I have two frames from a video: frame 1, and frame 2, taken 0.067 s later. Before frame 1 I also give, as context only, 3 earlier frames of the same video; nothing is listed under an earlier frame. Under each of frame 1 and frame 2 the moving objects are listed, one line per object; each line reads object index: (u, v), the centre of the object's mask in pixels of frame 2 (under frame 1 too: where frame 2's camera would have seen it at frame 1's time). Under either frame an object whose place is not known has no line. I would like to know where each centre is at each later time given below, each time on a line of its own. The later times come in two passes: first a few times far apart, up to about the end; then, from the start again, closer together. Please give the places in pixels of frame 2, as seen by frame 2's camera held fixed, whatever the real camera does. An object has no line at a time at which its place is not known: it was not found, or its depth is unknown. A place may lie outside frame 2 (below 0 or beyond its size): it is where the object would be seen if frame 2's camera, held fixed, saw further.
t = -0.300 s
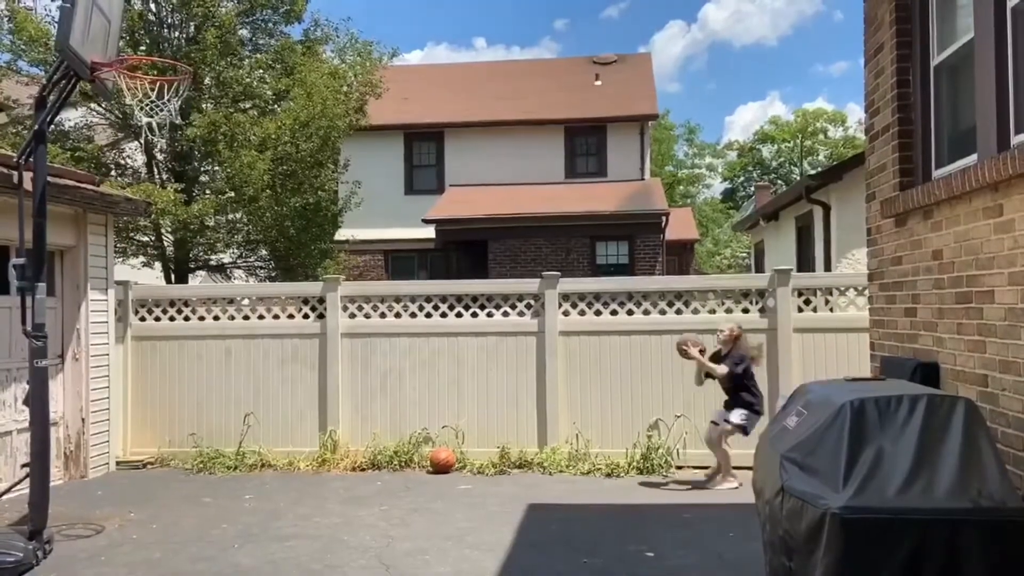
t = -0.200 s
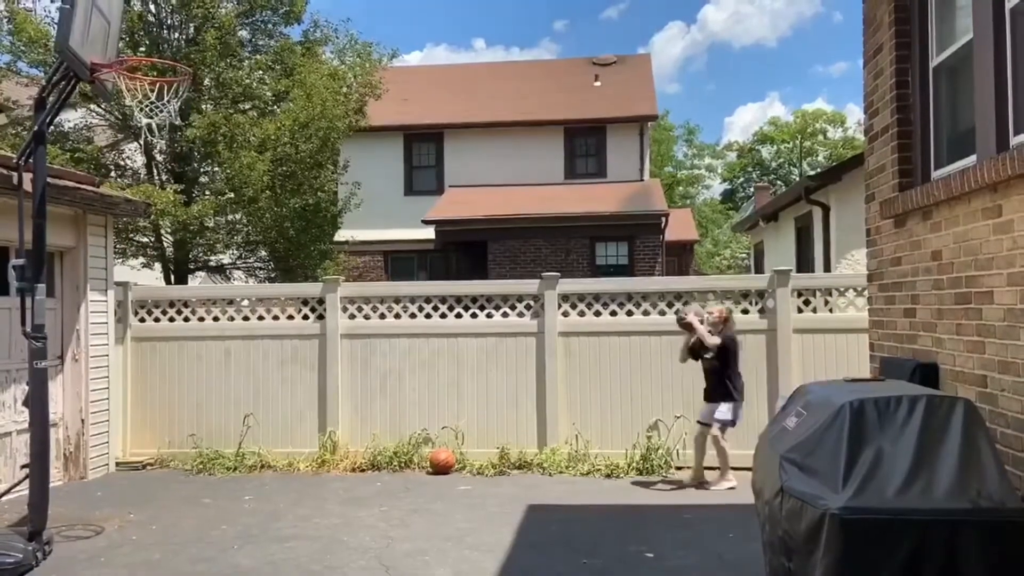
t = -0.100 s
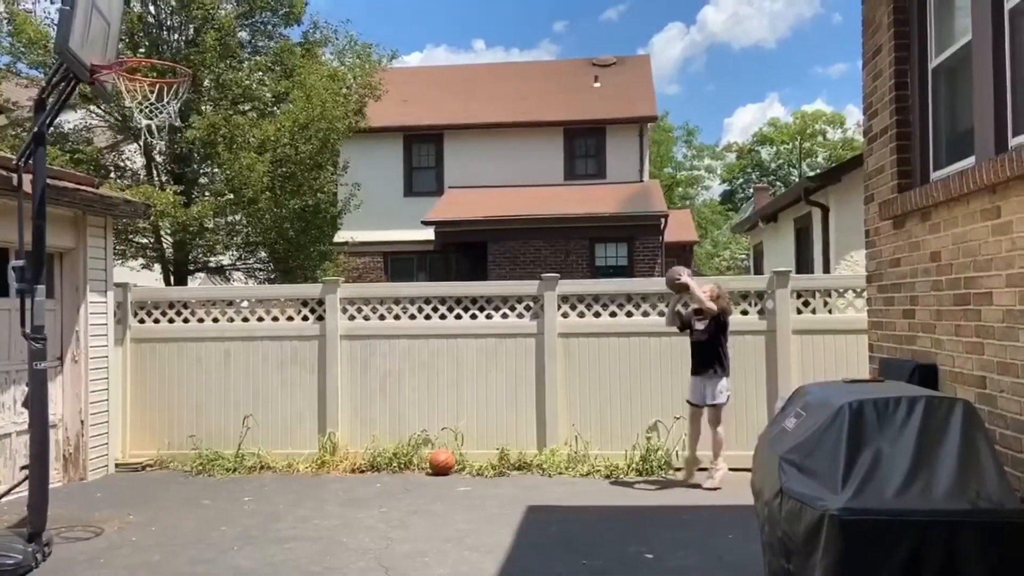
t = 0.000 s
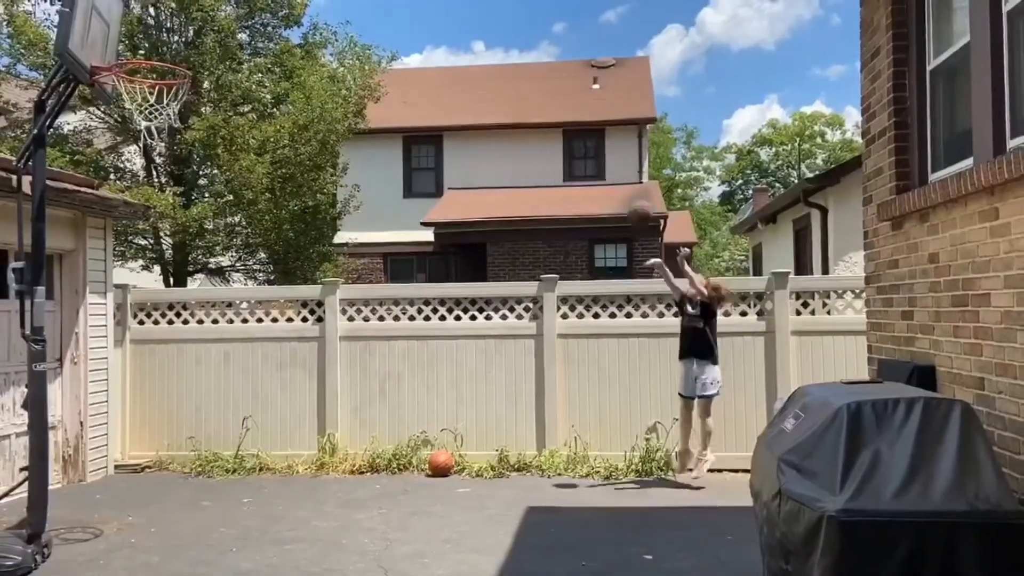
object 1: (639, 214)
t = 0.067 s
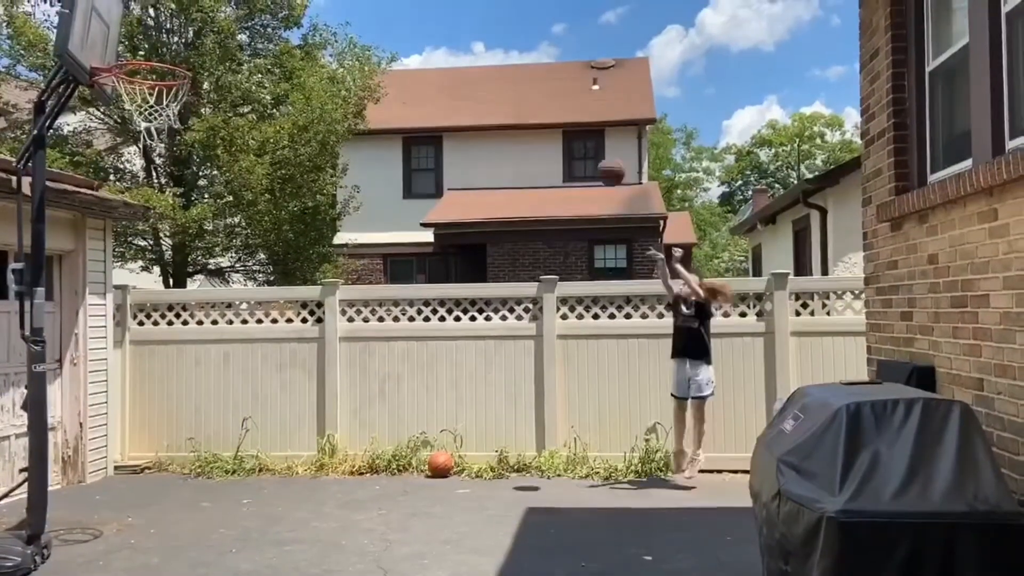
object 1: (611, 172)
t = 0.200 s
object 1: (550, 101)
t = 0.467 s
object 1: (422, 6)
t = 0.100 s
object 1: (597, 149)
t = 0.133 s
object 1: (580, 132)
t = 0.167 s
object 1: (565, 118)
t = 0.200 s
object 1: (550, 101)
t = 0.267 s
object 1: (519, 69)
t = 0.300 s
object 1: (503, 55)
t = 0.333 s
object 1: (487, 43)
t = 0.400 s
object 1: (455, 21)
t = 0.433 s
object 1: (439, 12)
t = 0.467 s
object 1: (422, 6)
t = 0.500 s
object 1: (405, 3)
